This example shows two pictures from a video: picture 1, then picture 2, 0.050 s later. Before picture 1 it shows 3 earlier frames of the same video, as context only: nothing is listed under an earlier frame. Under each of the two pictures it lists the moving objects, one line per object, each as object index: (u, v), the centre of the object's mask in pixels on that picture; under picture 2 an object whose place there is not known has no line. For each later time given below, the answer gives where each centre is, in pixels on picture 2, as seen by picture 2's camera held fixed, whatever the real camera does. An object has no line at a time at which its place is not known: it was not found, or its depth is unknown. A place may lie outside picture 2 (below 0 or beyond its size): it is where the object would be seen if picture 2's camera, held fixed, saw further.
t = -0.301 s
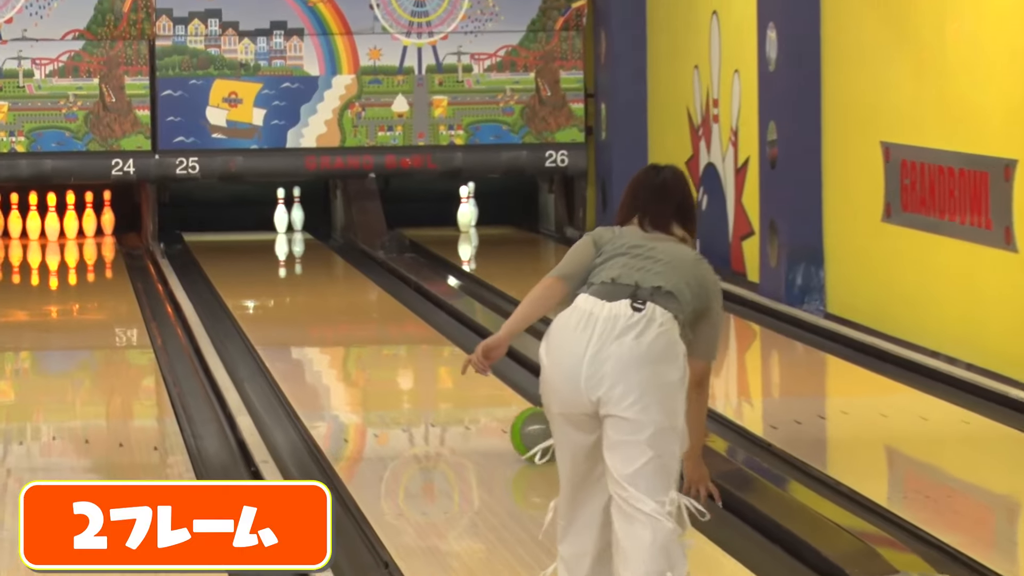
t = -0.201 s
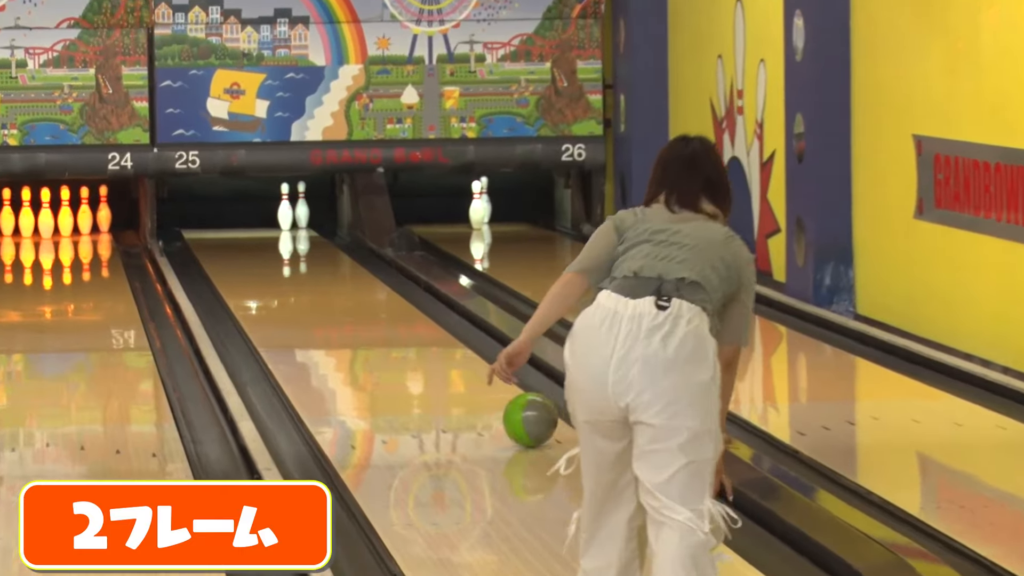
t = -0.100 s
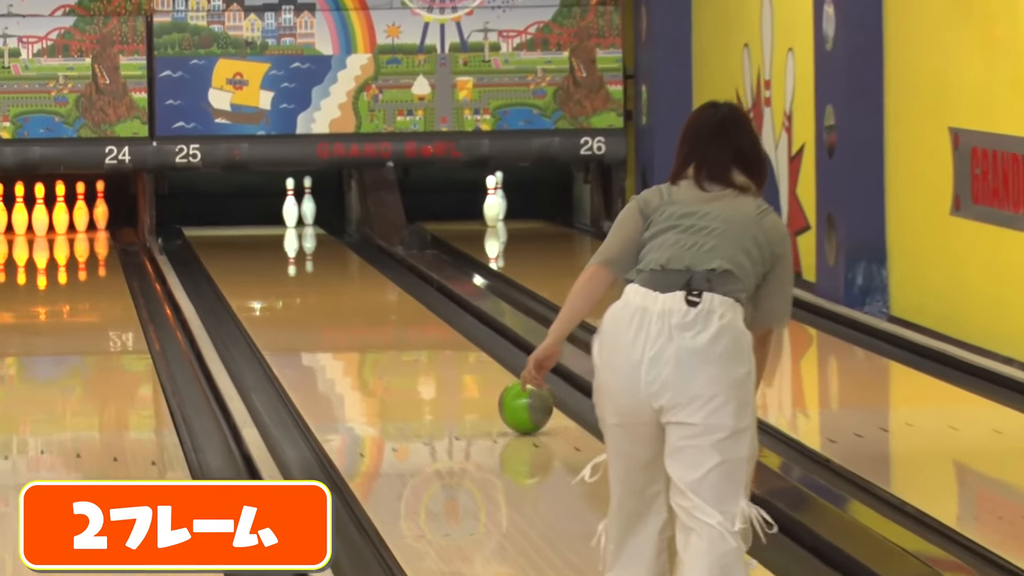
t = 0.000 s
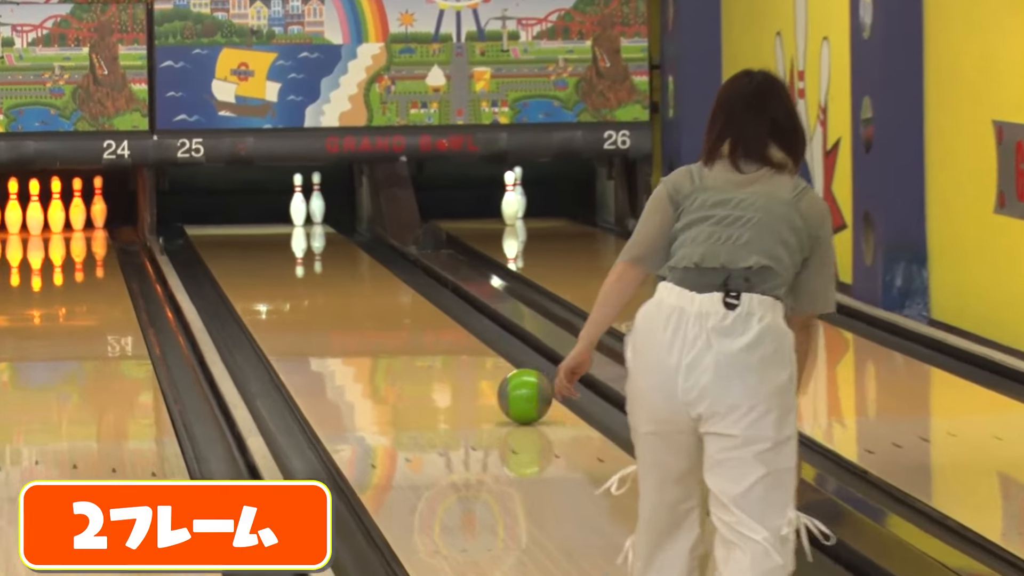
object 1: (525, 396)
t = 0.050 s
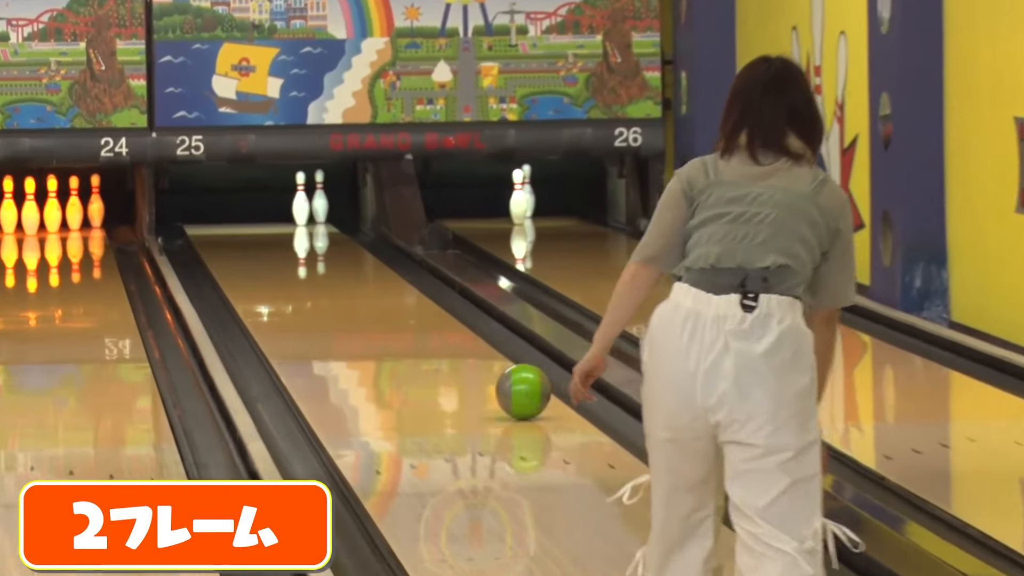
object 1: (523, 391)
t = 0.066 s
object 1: (520, 388)
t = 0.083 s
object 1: (516, 385)
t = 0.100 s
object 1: (513, 382)
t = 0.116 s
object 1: (510, 379)
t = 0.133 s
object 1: (507, 376)
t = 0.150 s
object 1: (504, 373)
